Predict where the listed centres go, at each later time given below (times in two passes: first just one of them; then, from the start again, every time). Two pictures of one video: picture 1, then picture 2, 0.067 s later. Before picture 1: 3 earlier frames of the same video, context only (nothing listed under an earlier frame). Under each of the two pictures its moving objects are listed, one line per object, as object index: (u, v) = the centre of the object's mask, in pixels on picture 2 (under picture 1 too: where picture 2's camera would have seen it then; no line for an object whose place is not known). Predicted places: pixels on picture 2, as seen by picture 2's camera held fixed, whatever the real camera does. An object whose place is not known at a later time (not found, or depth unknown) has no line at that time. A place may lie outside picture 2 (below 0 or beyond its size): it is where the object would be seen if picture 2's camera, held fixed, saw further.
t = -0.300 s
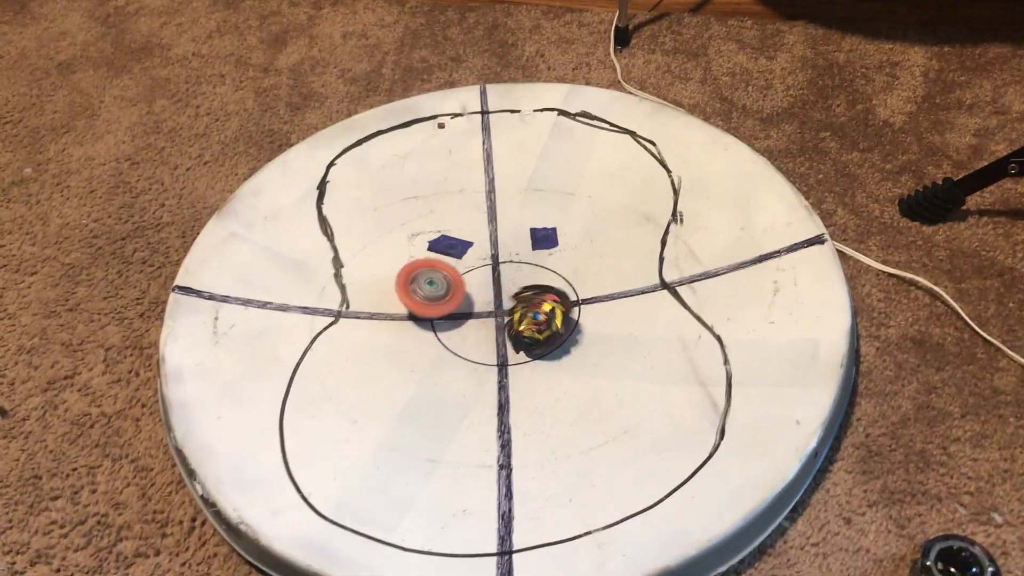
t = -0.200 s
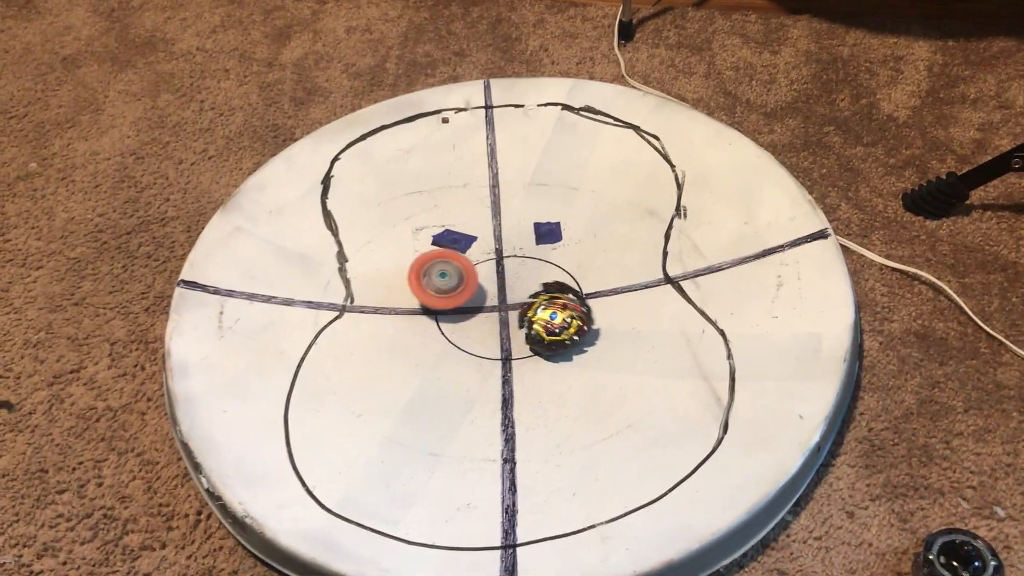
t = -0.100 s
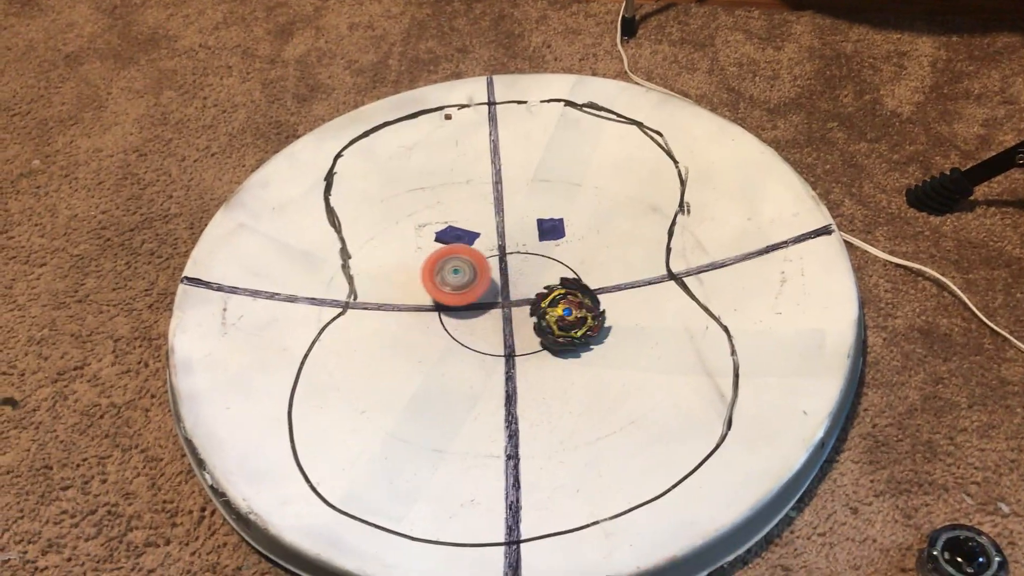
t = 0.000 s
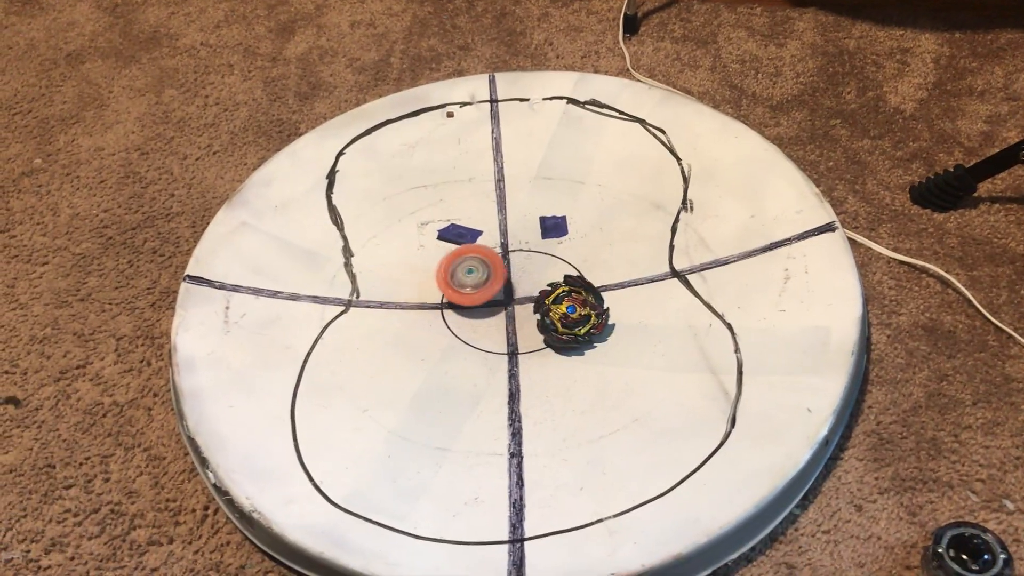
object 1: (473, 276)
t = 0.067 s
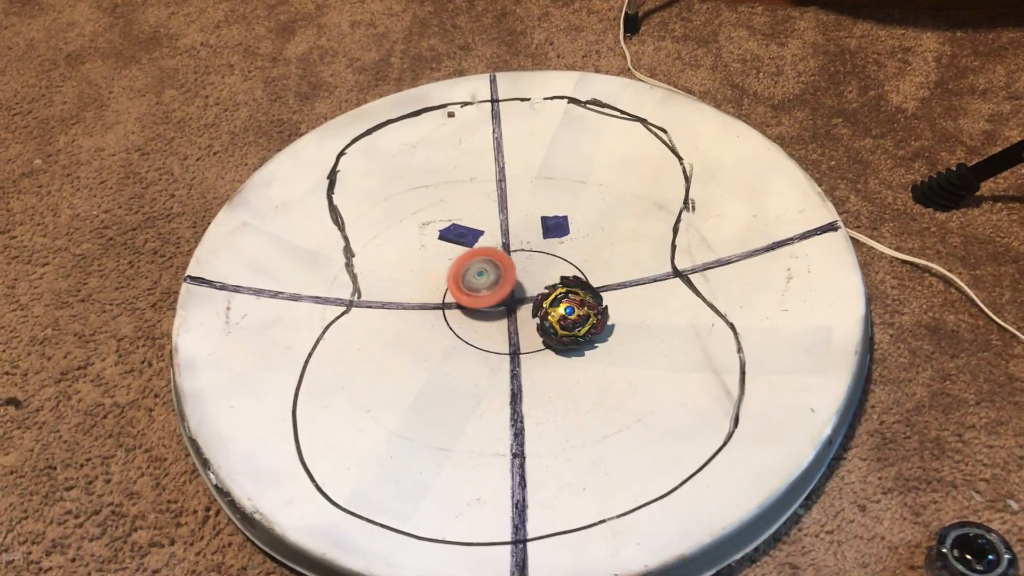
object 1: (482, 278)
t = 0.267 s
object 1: (499, 288)
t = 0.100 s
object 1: (486, 279)
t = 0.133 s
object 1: (490, 281)
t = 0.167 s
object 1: (494, 284)
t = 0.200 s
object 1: (497, 286)
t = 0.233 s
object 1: (499, 287)
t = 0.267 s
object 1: (499, 288)
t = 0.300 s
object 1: (501, 289)
